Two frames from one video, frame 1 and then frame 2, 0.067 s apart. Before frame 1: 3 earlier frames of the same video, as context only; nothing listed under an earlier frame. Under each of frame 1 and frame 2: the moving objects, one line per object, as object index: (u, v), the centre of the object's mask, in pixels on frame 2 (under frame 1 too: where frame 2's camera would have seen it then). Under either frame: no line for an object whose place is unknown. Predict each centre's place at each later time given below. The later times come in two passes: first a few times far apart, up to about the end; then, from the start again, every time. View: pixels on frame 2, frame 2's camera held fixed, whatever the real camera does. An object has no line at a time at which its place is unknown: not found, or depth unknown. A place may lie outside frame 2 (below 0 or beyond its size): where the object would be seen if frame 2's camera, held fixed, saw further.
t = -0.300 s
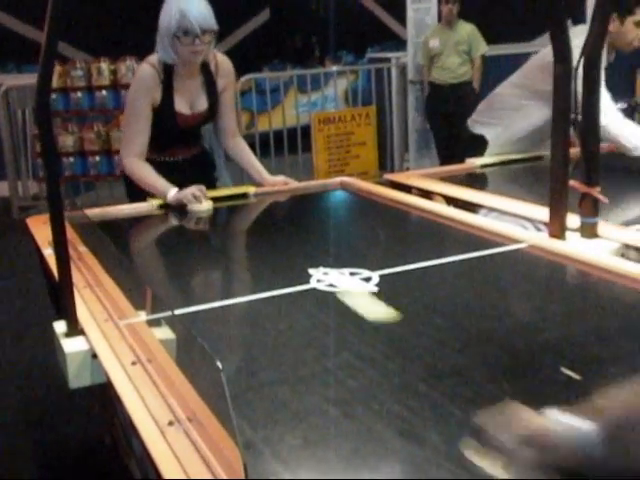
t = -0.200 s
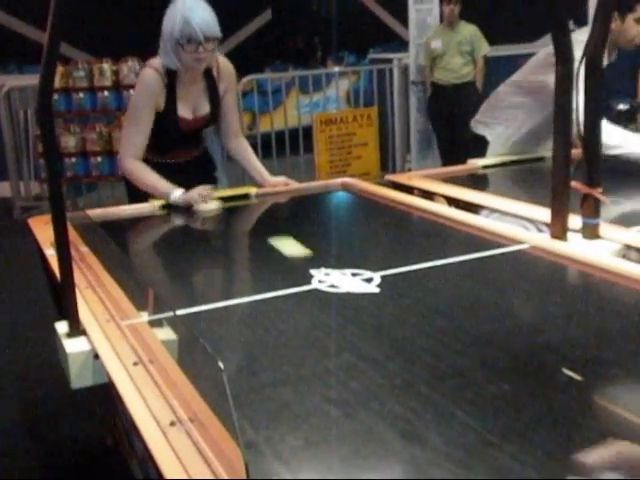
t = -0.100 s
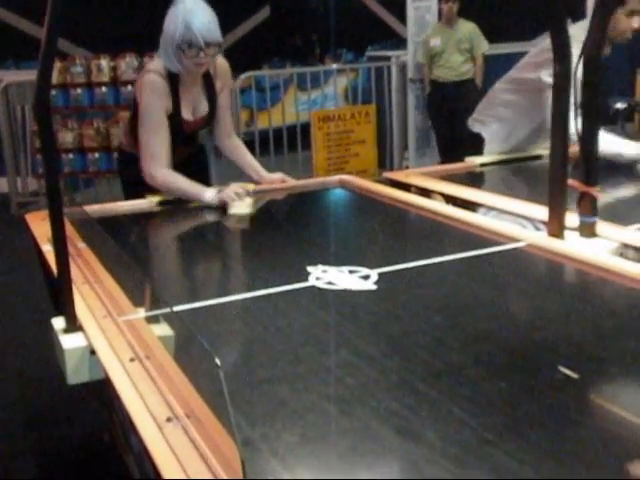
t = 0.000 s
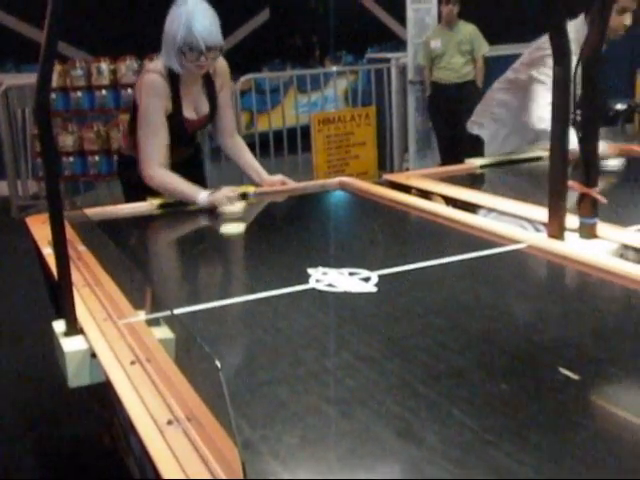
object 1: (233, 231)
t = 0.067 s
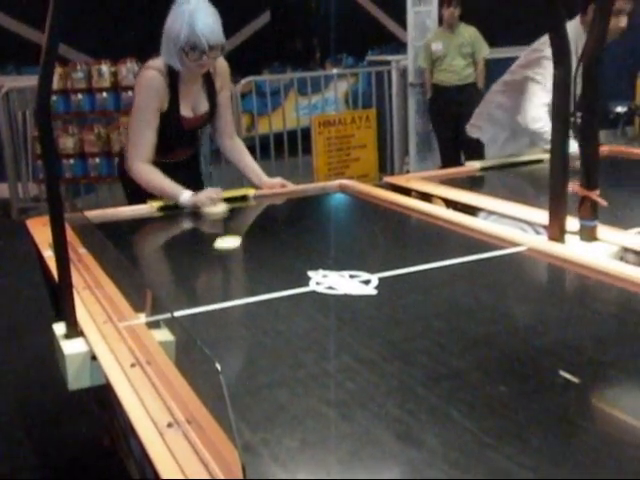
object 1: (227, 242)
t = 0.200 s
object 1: (215, 271)
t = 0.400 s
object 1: (196, 327)
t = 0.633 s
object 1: (264, 400)
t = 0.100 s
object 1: (224, 249)
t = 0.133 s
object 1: (221, 256)
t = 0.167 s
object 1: (218, 263)
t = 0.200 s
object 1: (215, 271)
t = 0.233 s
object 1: (212, 279)
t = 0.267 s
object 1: (207, 288)
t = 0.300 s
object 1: (203, 296)
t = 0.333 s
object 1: (198, 307)
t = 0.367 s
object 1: (195, 317)
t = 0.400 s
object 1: (196, 327)
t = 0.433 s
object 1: (198, 336)
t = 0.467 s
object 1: (177, 355)
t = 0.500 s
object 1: (177, 368)
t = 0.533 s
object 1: (197, 376)
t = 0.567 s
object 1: (218, 384)
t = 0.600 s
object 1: (239, 391)
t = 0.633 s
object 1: (264, 400)
